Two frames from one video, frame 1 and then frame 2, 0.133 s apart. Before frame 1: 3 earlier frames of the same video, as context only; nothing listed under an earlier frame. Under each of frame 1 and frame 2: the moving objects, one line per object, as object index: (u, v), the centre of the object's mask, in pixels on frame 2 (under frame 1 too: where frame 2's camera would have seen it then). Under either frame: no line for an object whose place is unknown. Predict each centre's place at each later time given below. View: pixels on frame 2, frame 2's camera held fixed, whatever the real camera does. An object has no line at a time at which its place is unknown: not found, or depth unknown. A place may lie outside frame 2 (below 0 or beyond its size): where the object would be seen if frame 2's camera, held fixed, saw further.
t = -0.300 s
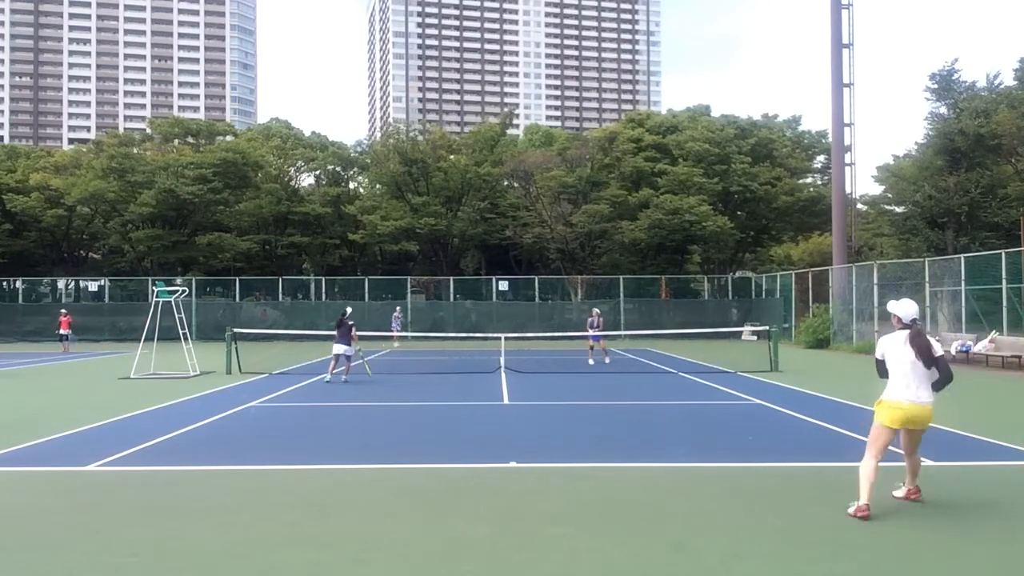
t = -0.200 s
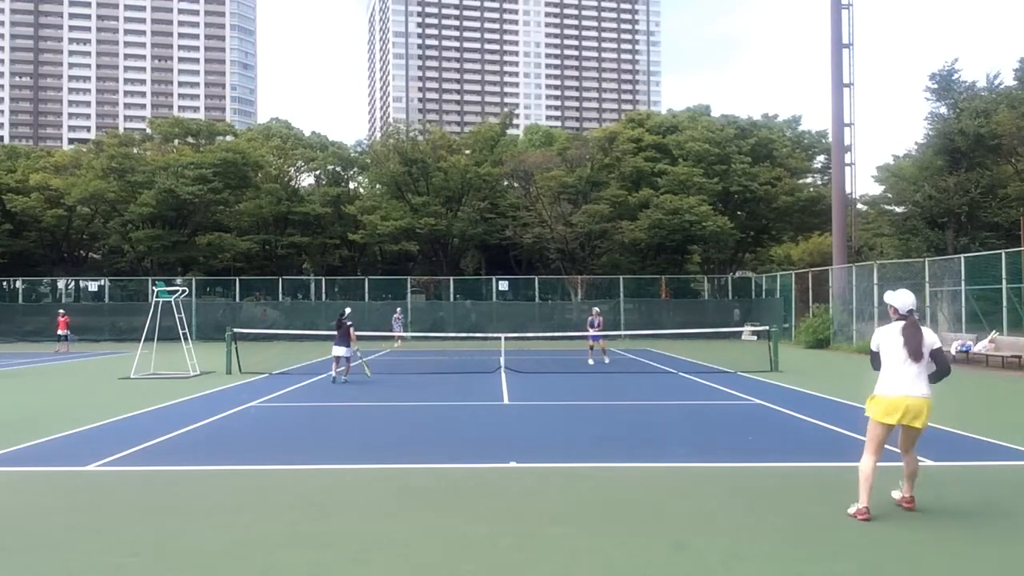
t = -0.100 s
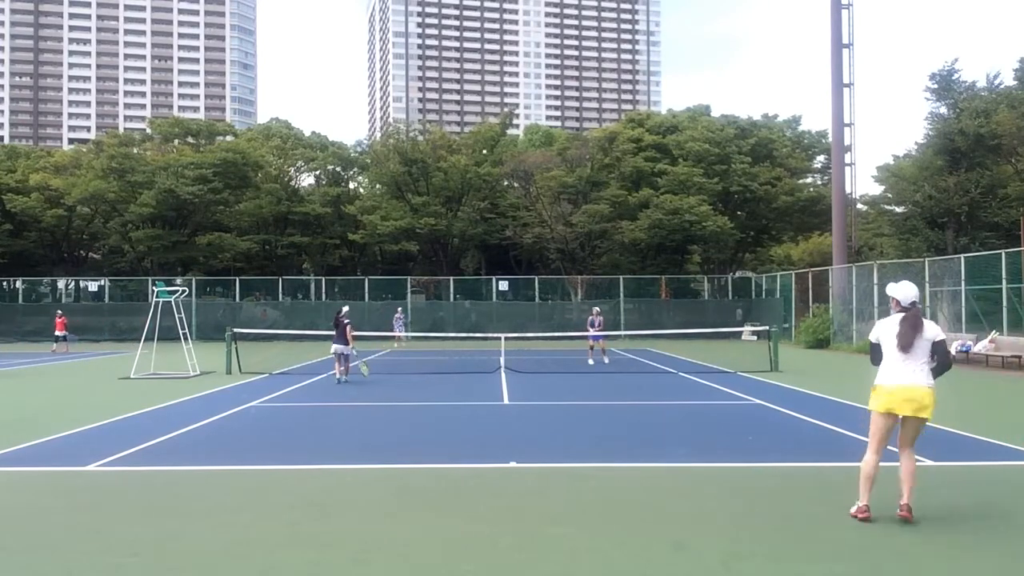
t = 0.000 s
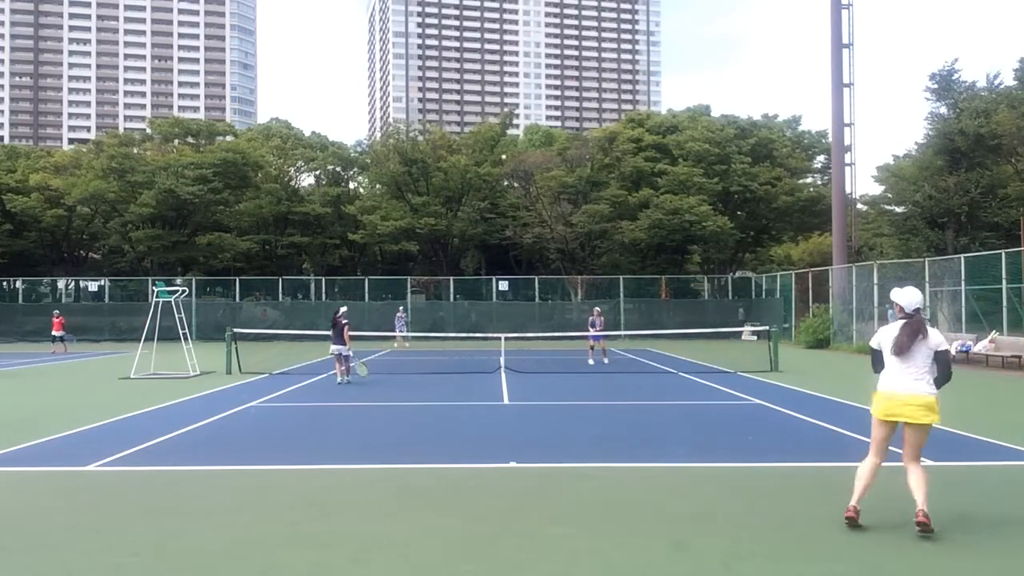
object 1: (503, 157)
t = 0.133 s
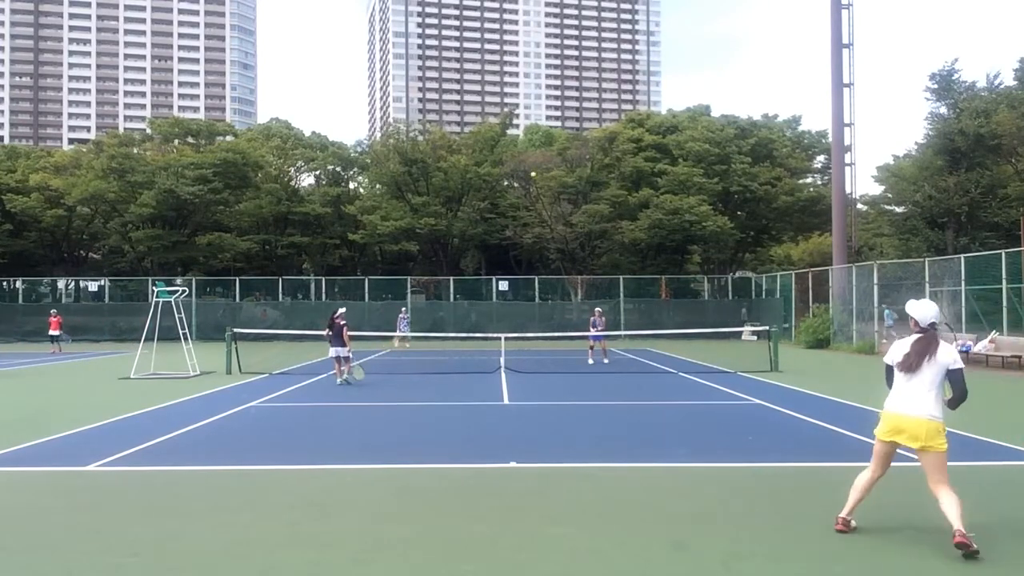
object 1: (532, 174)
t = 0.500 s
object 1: (643, 310)
